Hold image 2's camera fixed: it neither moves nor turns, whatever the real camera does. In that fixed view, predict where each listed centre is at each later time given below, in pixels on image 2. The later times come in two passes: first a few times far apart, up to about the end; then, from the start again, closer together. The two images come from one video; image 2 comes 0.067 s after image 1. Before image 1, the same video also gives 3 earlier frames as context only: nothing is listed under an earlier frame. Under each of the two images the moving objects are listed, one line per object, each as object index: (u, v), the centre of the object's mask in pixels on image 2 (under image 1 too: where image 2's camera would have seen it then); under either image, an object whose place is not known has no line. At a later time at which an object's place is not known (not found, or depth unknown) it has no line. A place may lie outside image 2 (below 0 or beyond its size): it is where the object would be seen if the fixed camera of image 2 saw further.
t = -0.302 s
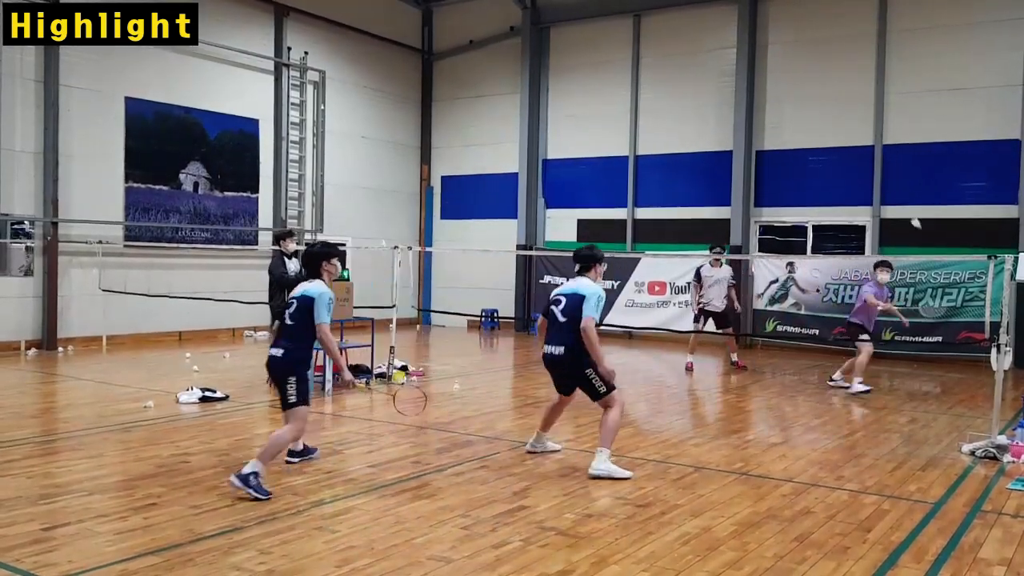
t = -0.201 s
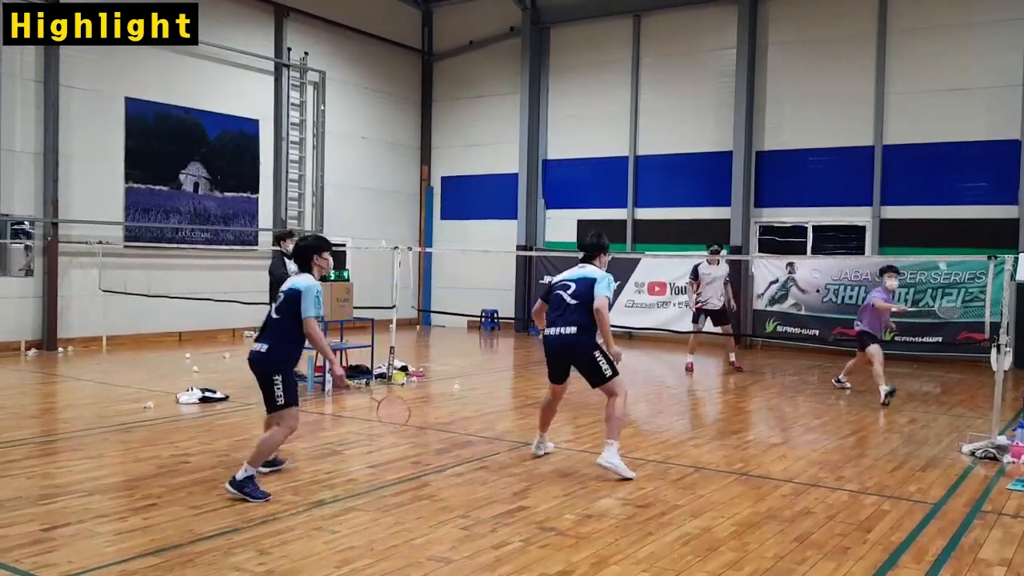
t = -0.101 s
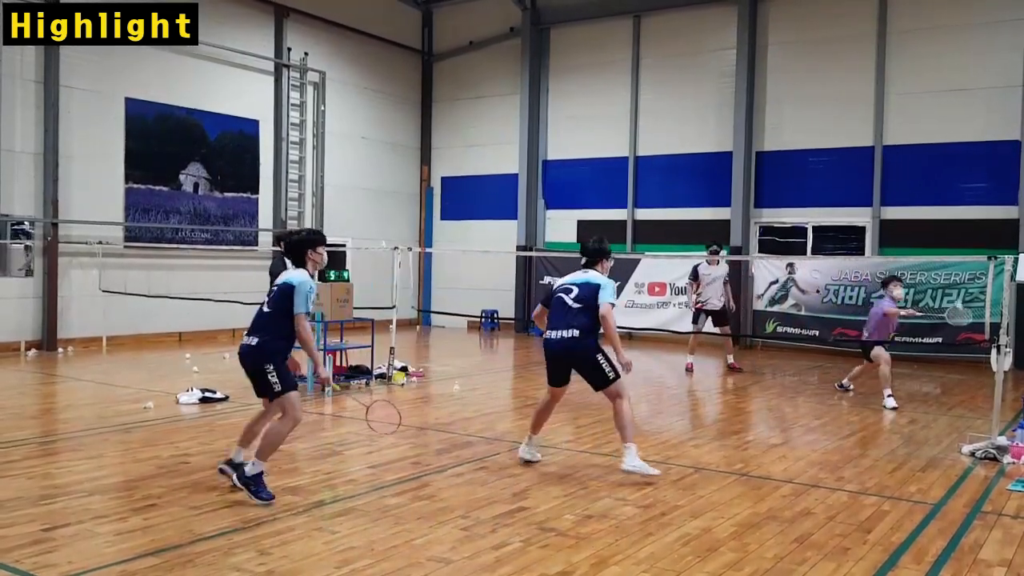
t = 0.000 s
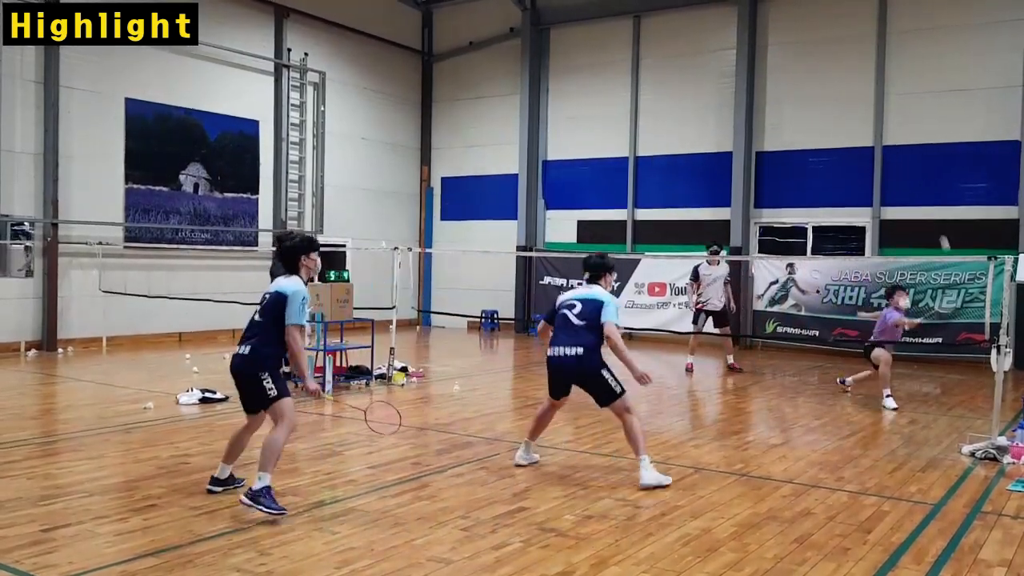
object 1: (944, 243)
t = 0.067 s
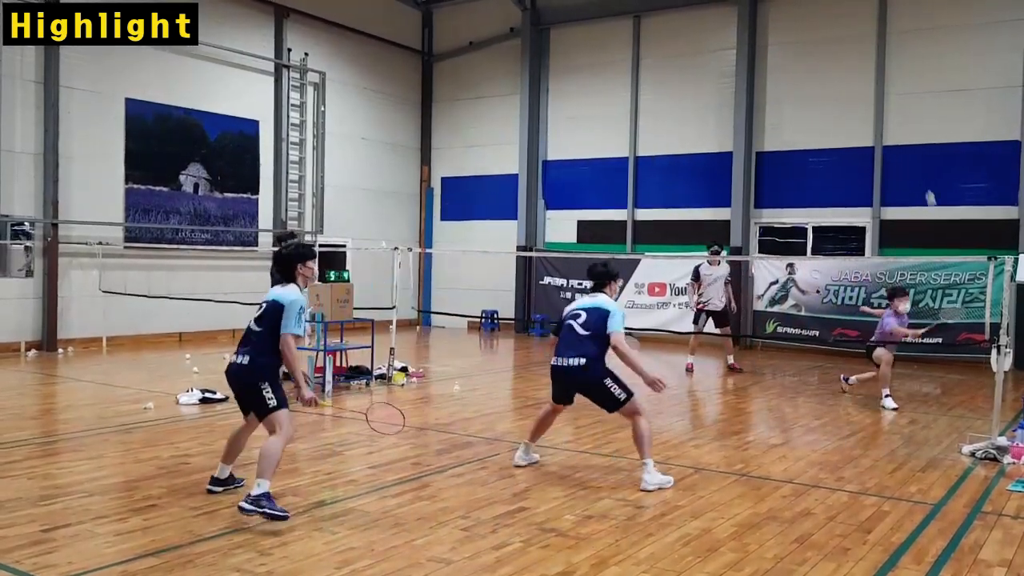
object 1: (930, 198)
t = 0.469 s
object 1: (838, 43)
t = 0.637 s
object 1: (784, 53)
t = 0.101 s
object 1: (924, 178)
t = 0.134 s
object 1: (918, 158)
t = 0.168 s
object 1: (911, 140)
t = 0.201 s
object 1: (903, 122)
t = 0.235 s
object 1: (897, 107)
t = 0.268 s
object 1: (888, 94)
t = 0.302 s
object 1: (881, 81)
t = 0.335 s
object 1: (873, 70)
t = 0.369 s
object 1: (865, 61)
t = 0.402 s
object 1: (856, 53)
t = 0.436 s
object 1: (847, 47)
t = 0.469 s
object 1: (838, 43)
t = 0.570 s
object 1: (807, 42)
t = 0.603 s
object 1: (795, 47)
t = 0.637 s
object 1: (784, 53)
